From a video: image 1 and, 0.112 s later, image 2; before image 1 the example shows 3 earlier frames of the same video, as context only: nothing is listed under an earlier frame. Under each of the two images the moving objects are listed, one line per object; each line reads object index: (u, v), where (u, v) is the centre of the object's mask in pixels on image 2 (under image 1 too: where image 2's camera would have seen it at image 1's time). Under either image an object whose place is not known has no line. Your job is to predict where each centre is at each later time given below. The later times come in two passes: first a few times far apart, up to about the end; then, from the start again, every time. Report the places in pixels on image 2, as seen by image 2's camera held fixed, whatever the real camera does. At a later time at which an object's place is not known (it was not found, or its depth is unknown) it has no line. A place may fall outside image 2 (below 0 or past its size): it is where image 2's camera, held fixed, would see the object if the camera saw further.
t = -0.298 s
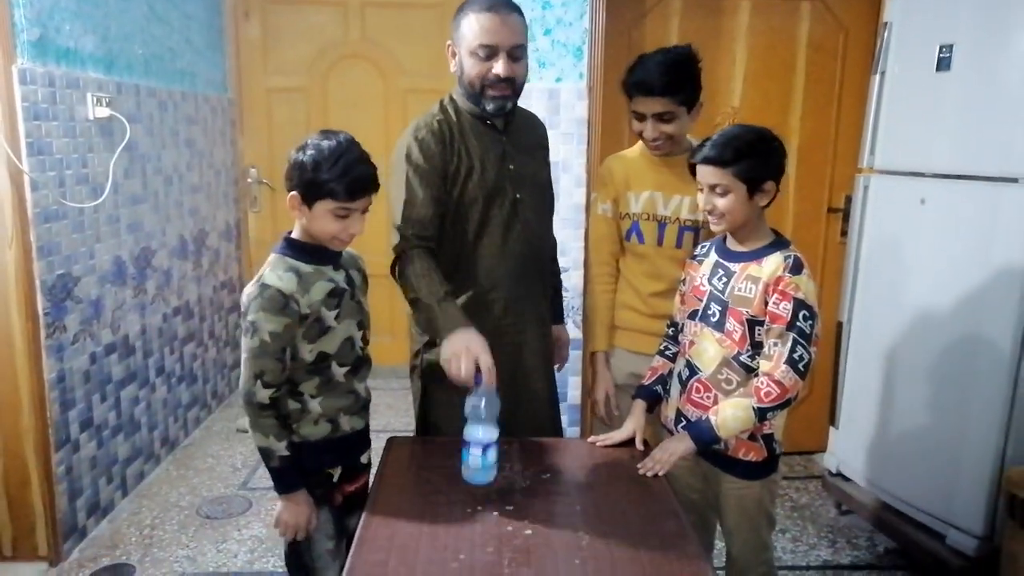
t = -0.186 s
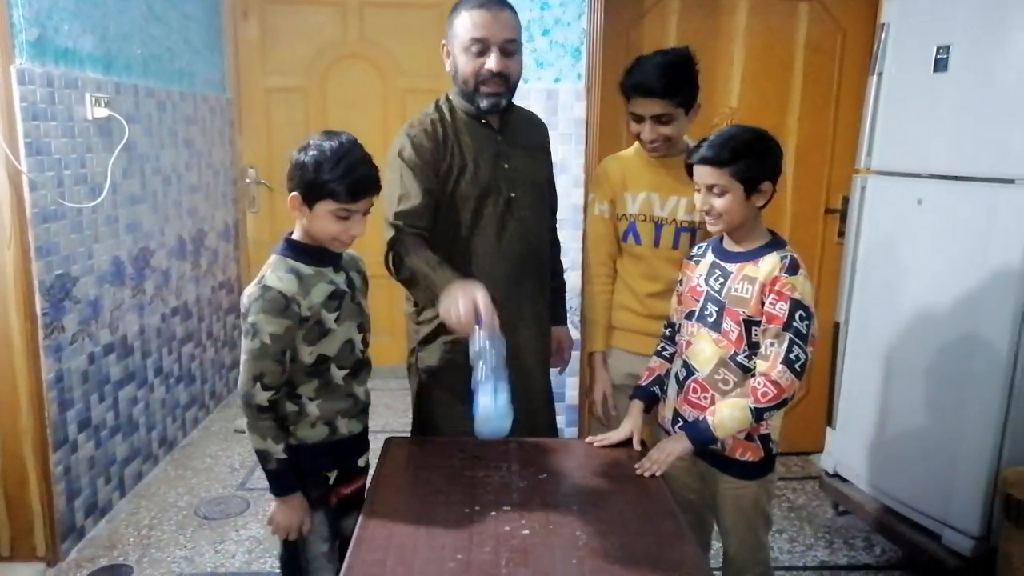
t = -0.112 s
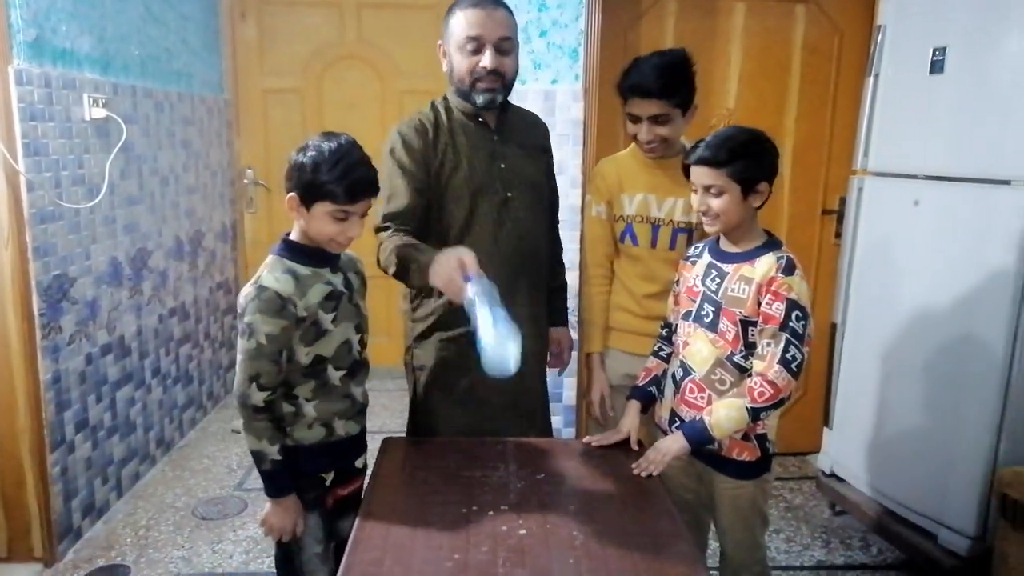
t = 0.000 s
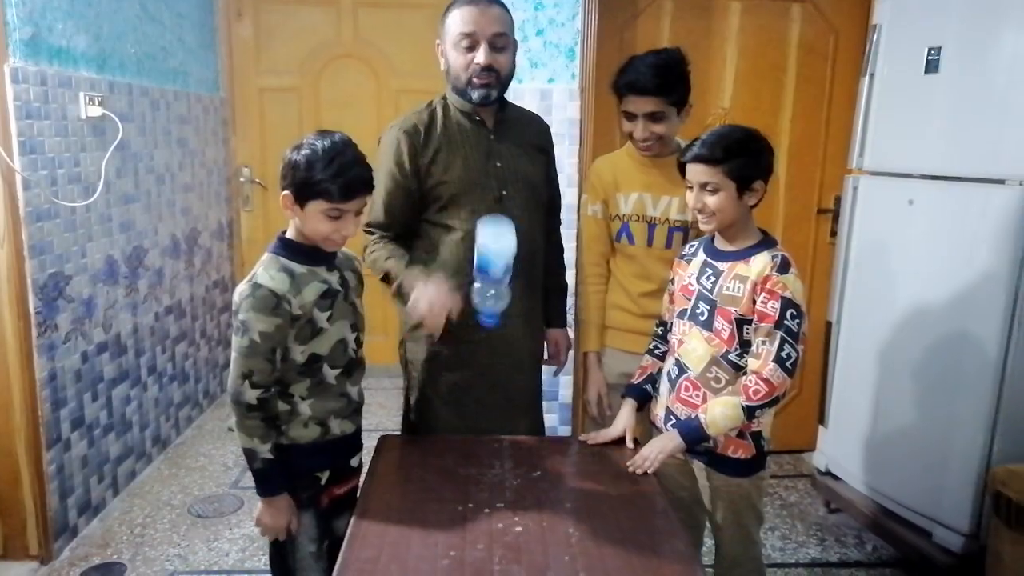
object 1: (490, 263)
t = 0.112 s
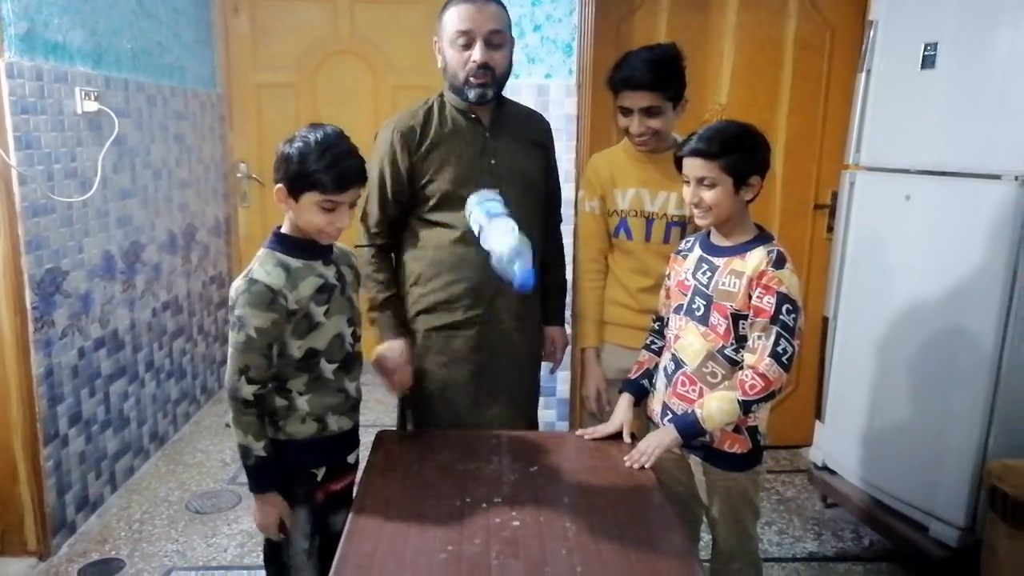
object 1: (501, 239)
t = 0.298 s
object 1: (488, 327)
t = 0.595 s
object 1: (480, 447)
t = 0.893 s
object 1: (478, 463)
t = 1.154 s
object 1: (486, 461)
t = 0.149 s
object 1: (499, 234)
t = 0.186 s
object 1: (494, 243)
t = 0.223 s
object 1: (492, 262)
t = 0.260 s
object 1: (490, 291)
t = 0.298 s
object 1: (488, 327)
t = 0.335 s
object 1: (486, 375)
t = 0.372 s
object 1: (484, 428)
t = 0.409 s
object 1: (481, 458)
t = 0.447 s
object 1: (481, 455)
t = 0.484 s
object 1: (482, 452)
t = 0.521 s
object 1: (481, 450)
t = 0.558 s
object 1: (481, 449)
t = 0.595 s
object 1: (480, 447)
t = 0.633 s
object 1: (479, 447)
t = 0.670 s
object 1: (477, 448)
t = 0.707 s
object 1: (474, 452)
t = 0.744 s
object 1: (472, 461)
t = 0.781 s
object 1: (474, 462)
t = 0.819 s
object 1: (476, 463)
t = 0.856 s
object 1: (477, 463)
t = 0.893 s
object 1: (478, 463)
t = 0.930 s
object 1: (479, 462)
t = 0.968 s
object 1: (481, 462)
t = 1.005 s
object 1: (482, 461)
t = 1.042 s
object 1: (483, 461)
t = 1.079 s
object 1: (484, 461)
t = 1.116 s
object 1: (485, 461)
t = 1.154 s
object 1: (486, 461)
